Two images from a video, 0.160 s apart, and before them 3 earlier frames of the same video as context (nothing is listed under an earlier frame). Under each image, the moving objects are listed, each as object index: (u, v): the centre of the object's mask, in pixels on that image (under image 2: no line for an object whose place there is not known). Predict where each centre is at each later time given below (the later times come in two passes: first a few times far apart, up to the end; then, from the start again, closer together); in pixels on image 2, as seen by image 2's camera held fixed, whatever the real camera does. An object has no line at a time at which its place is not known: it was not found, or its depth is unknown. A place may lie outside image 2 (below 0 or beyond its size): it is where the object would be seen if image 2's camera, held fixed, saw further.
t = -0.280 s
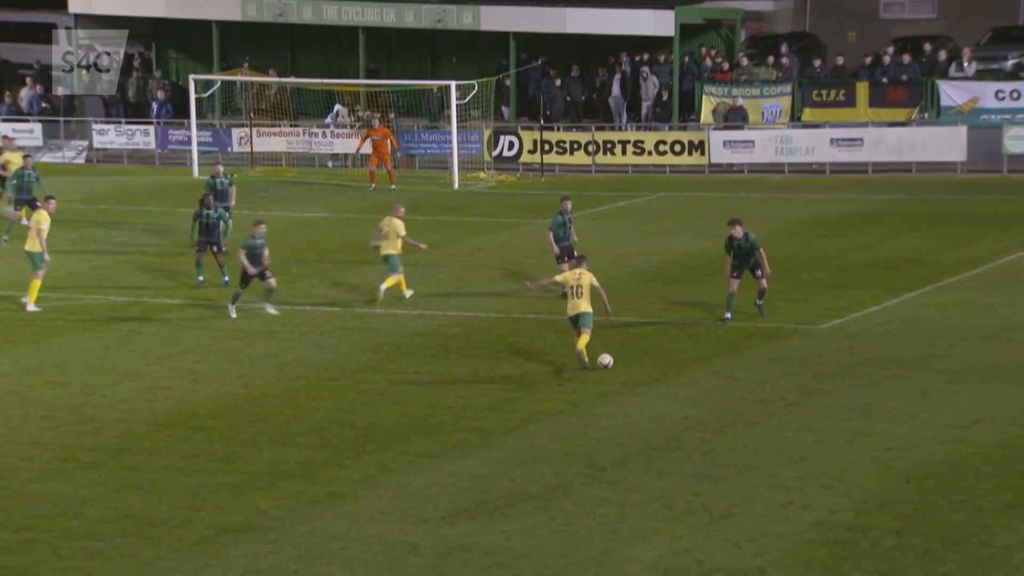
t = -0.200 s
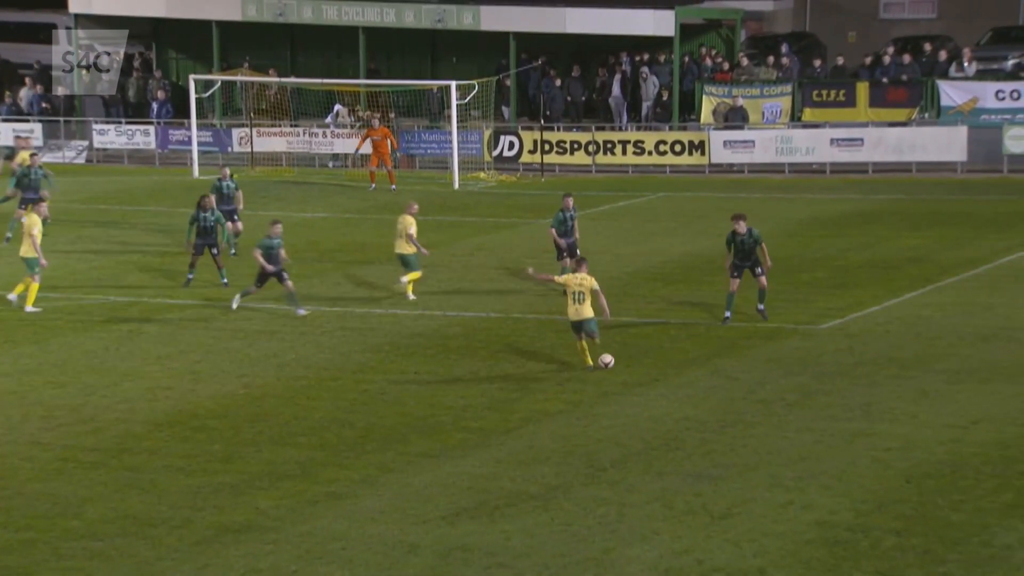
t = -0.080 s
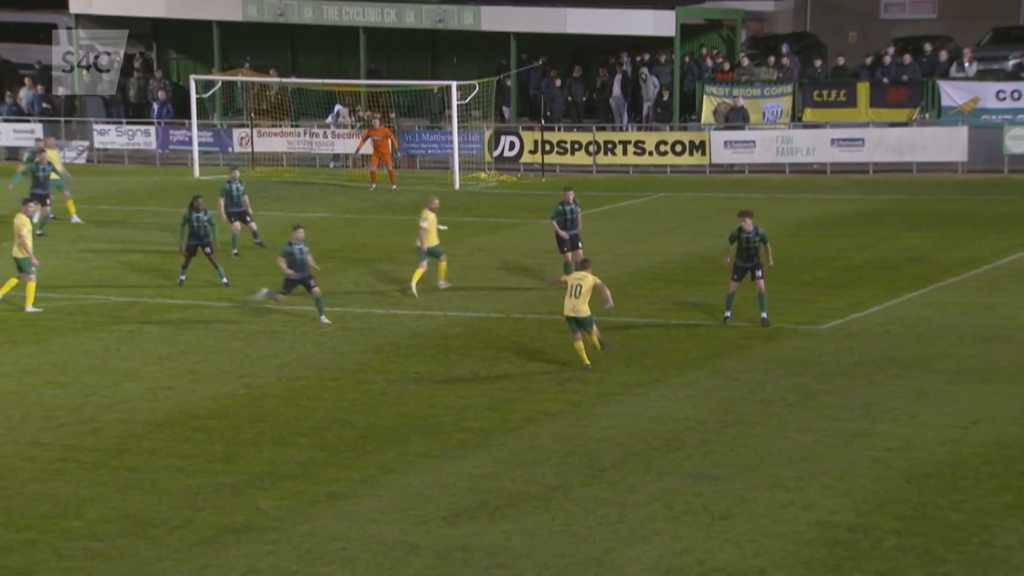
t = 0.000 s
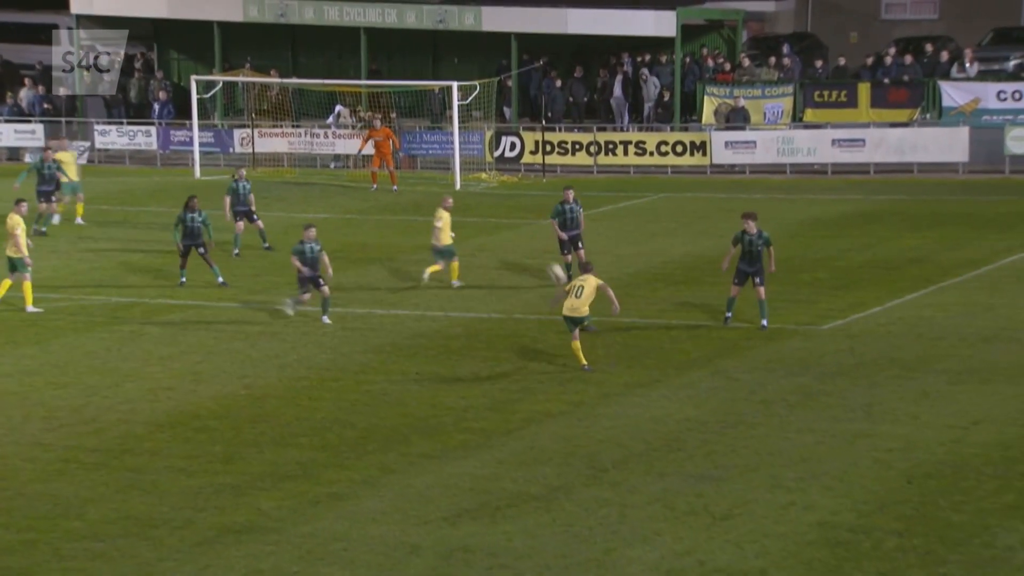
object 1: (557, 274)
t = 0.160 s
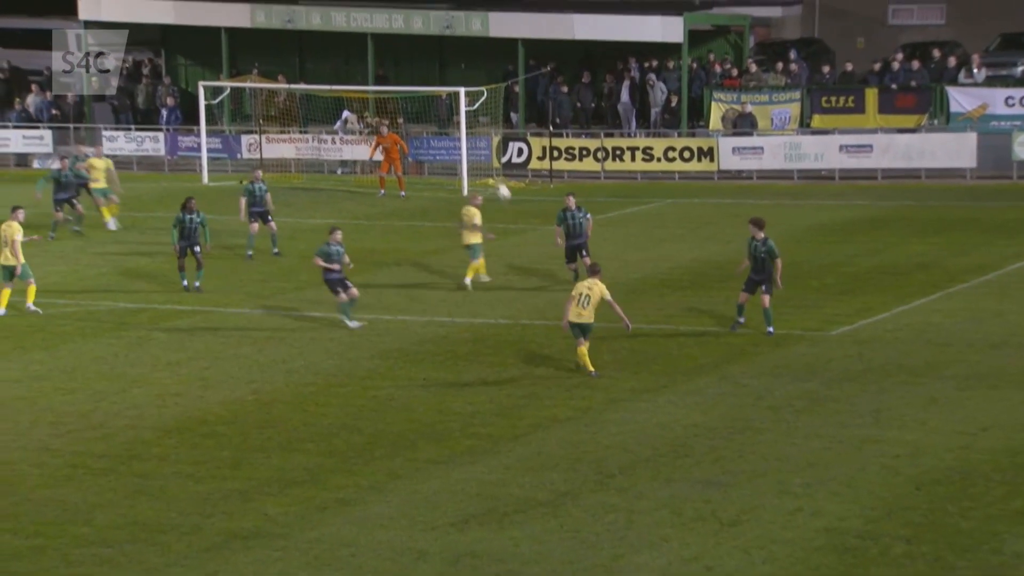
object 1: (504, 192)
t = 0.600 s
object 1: (352, 65)
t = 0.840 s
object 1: (282, 49)
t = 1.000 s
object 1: (235, 52)
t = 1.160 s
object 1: (191, 68)
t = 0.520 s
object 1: (378, 78)
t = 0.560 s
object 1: (365, 72)
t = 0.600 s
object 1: (352, 65)
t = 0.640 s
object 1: (340, 61)
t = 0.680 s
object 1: (328, 57)
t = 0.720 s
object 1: (317, 53)
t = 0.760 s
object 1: (305, 51)
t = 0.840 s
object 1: (282, 49)
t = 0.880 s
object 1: (270, 49)
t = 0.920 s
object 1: (258, 49)
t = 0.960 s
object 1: (247, 50)
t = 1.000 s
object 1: (235, 52)
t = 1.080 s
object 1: (213, 58)
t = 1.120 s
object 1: (201, 63)
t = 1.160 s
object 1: (191, 68)
